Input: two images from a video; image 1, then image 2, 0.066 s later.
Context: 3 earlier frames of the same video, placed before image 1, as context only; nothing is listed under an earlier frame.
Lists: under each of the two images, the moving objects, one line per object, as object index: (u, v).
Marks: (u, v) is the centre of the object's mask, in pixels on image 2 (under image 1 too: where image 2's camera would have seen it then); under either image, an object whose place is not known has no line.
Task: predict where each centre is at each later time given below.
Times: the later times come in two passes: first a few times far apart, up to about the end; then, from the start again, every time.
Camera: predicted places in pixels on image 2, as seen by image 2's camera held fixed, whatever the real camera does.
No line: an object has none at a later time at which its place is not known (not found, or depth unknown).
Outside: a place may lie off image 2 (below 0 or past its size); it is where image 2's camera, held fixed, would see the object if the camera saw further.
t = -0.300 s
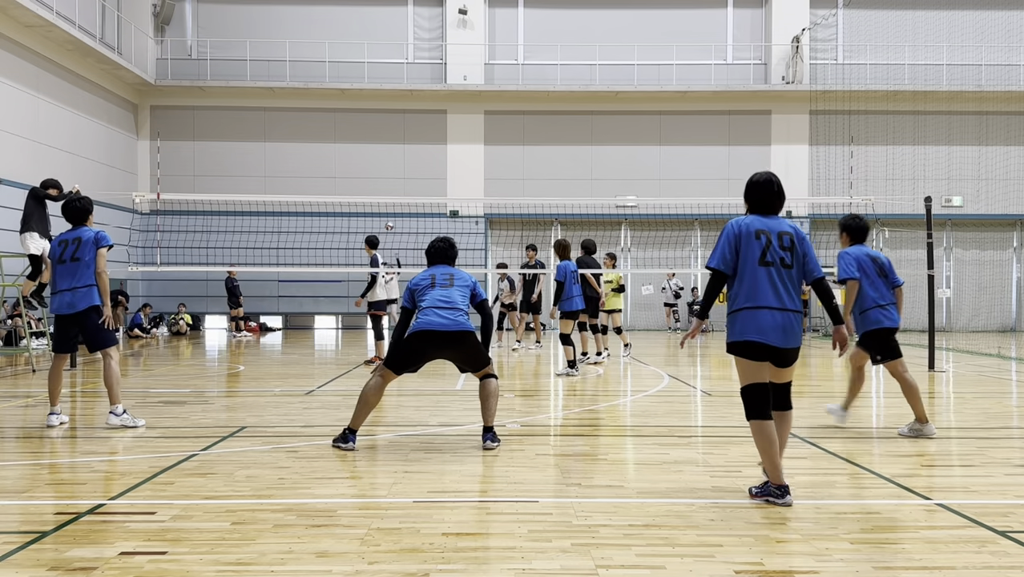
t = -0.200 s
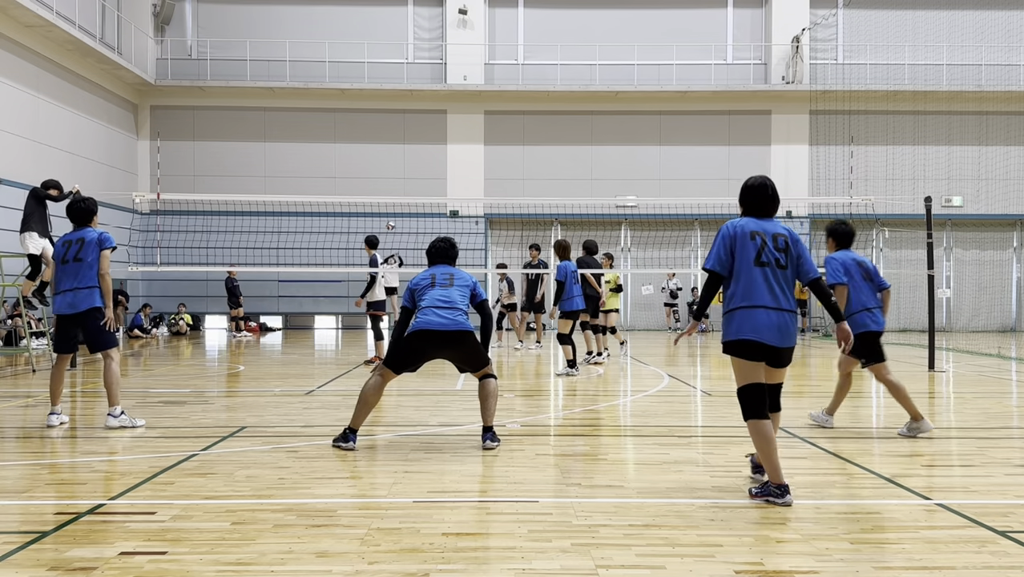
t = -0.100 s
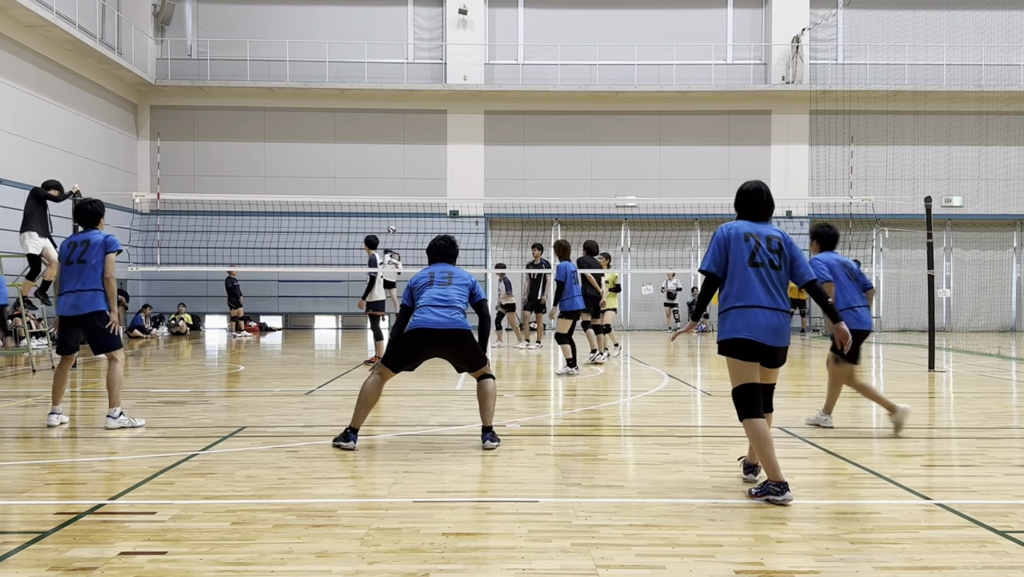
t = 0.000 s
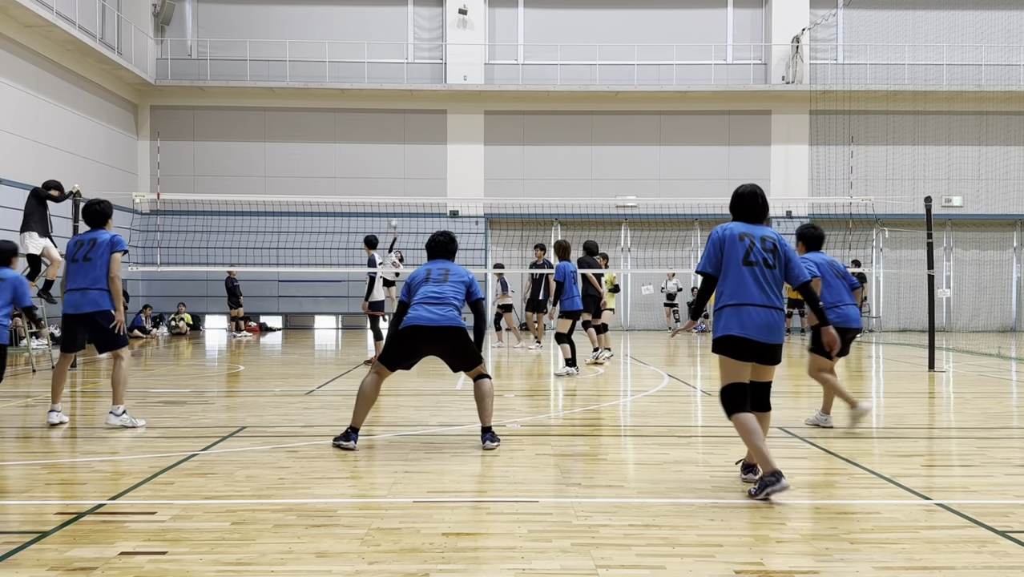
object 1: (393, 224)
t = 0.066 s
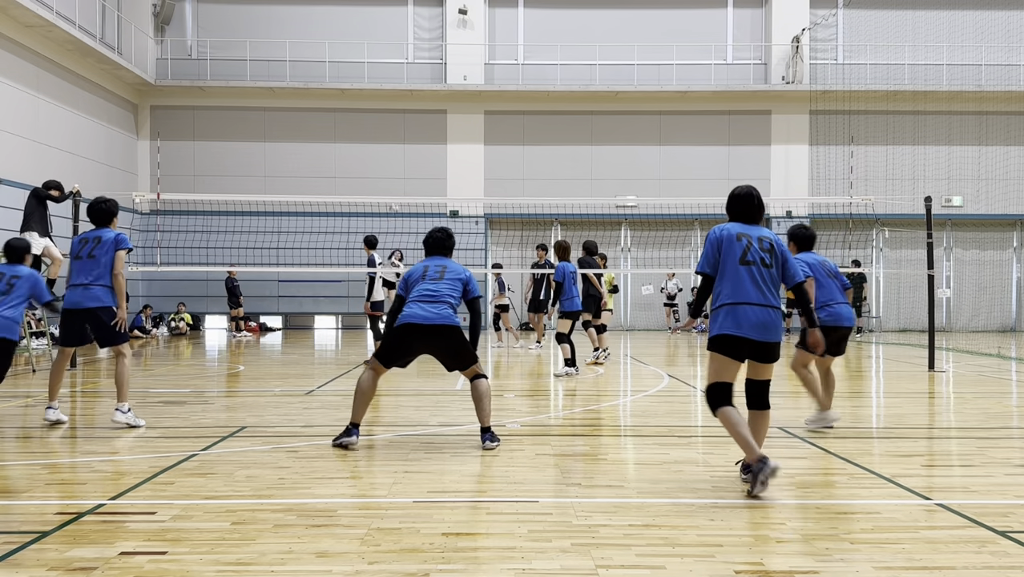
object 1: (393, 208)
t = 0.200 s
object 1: (394, 179)
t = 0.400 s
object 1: (391, 138)
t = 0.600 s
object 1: (387, 111)
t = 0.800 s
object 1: (385, 109)
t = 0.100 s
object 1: (393, 204)
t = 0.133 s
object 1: (393, 192)
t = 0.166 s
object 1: (393, 186)
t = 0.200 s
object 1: (394, 179)
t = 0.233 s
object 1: (393, 172)
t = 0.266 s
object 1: (393, 165)
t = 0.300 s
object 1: (392, 158)
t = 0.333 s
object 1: (392, 151)
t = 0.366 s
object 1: (392, 145)
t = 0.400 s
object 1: (391, 138)
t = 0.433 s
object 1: (391, 133)
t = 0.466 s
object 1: (390, 127)
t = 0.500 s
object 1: (390, 122)
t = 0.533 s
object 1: (388, 118)
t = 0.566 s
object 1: (388, 114)
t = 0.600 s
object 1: (387, 111)
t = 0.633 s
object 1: (386, 108)
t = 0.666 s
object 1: (385, 106)
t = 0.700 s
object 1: (385, 105)
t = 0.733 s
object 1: (384, 105)
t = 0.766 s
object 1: (384, 107)
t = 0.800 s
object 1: (385, 109)
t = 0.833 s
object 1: (385, 113)
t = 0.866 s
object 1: (386, 119)
